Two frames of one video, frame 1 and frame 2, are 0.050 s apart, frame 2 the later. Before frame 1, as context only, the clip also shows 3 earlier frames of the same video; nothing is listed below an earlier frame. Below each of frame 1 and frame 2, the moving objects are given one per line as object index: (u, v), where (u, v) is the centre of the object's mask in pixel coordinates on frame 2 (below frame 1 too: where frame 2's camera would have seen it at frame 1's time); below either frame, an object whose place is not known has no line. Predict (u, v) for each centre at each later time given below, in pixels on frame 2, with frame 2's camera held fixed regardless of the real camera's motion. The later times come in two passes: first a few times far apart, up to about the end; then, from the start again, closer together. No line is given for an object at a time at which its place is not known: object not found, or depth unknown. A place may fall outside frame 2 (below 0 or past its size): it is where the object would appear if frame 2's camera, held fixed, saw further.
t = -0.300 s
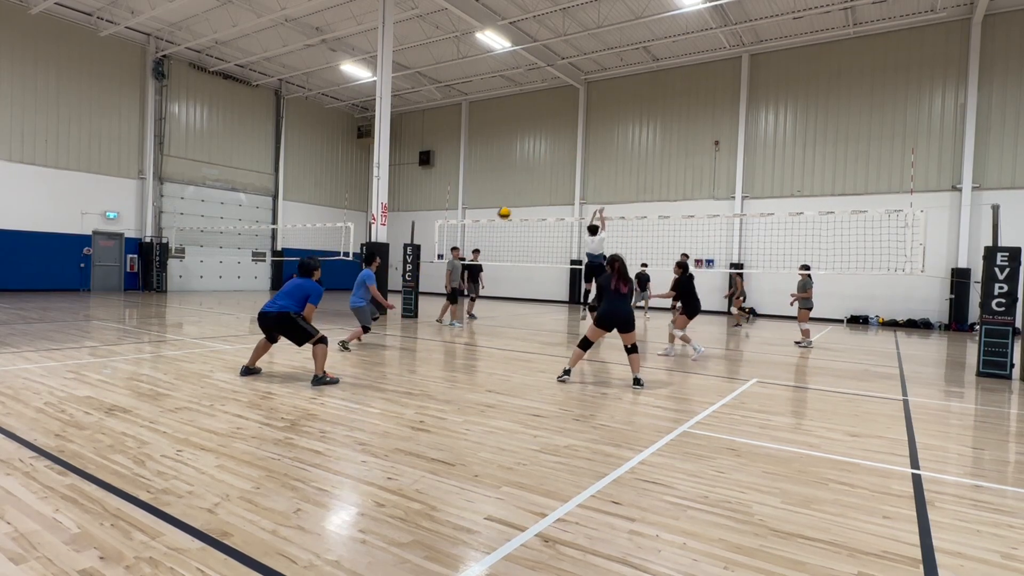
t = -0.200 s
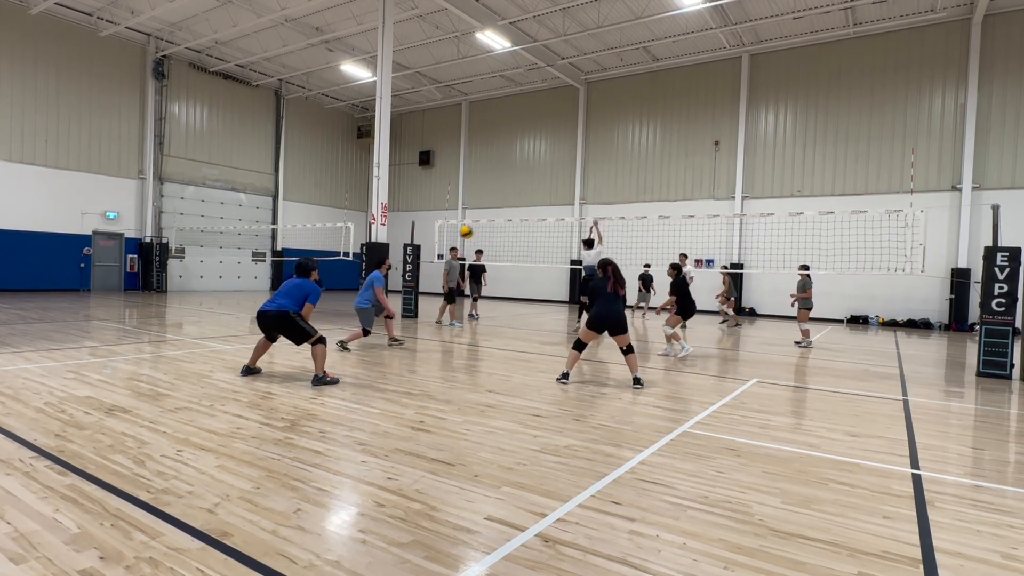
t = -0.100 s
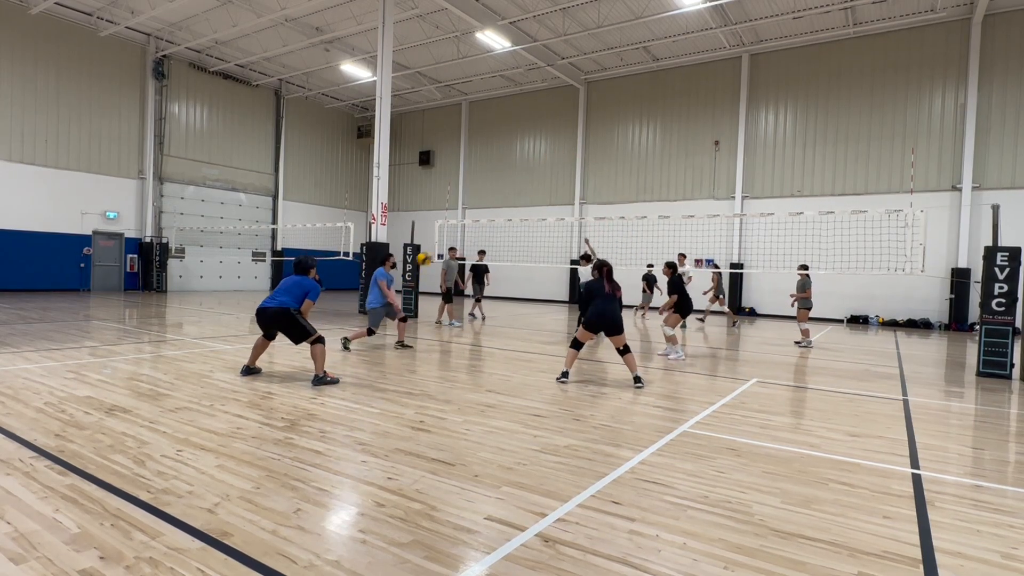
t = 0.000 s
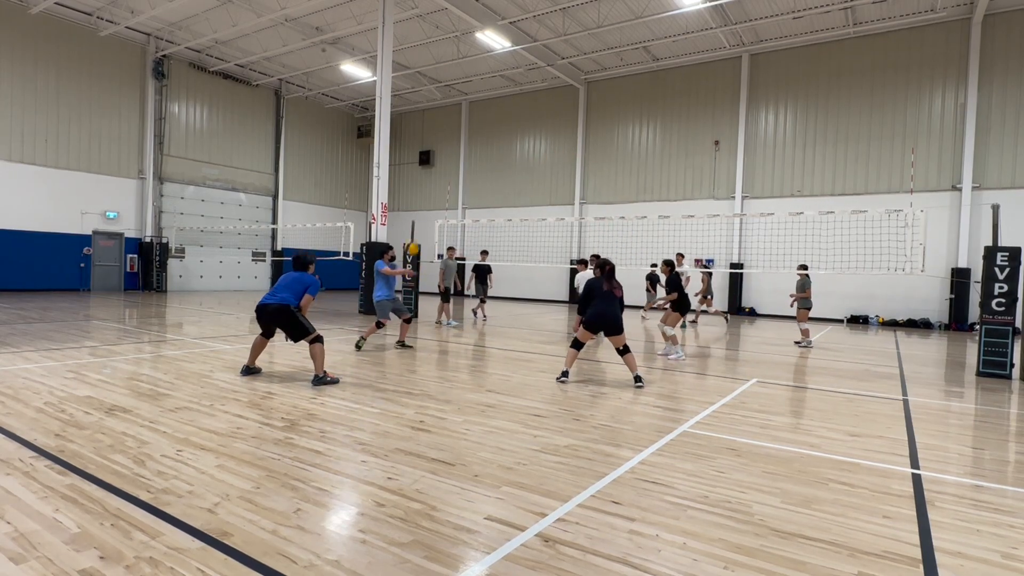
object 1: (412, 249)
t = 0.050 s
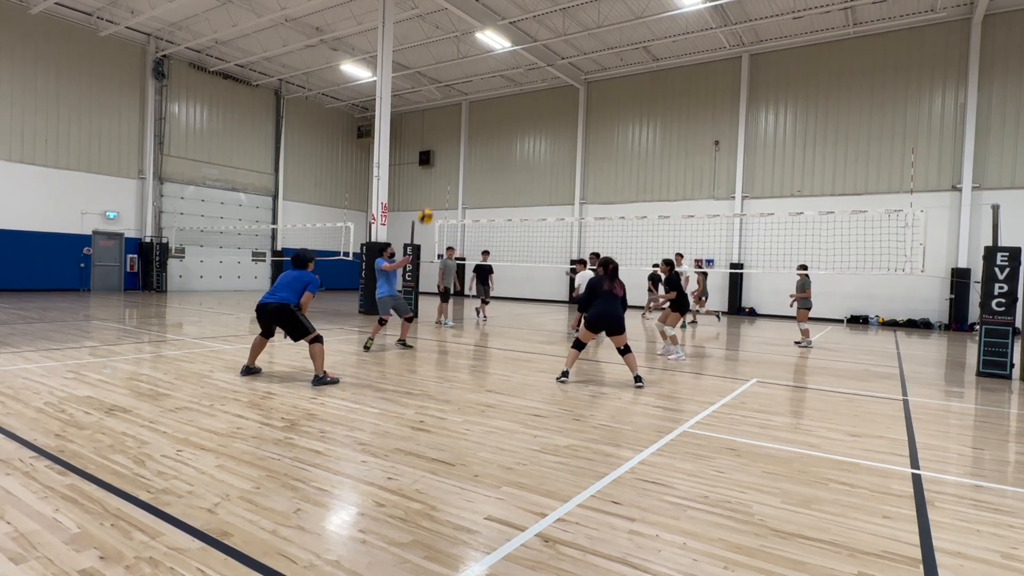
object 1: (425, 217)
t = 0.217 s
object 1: (469, 127)
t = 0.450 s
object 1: (526, 35)
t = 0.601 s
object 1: (560, 3)
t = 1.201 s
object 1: (685, 4)
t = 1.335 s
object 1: (713, 36)
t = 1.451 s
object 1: (735, 75)
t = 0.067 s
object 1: (430, 206)
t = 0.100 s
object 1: (439, 187)
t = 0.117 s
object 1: (443, 178)
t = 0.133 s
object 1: (447, 169)
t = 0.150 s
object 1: (451, 161)
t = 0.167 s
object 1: (456, 152)
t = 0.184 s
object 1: (460, 143)
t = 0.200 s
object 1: (464, 135)
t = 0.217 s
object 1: (469, 127)
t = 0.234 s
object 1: (473, 119)
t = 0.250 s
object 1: (477, 111)
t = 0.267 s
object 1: (480, 103)
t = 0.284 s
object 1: (485, 96)
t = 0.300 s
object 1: (490, 89)
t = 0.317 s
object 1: (494, 83)
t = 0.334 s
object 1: (498, 76)
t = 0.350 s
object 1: (502, 69)
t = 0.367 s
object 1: (505, 63)
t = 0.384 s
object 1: (510, 58)
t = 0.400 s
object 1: (514, 52)
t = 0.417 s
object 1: (518, 46)
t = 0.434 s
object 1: (521, 41)
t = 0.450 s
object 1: (526, 35)
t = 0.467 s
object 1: (529, 30)
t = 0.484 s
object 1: (533, 25)
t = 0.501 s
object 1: (537, 20)
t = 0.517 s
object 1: (541, 17)
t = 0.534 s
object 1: (545, 12)
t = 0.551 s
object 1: (549, 8)
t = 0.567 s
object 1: (553, 6)
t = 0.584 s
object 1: (556, 4)
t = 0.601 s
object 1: (560, 3)
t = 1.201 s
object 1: (685, 4)
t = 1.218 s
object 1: (690, 8)
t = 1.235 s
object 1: (694, 11)
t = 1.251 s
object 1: (697, 14)
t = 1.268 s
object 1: (701, 17)
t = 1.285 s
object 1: (704, 21)
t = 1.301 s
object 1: (707, 26)
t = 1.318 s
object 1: (710, 31)
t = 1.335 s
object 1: (713, 36)
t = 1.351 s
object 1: (716, 41)
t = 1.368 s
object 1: (719, 46)
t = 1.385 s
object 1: (723, 51)
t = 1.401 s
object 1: (726, 57)
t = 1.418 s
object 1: (729, 63)
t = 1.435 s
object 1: (732, 69)
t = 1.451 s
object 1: (735, 75)
